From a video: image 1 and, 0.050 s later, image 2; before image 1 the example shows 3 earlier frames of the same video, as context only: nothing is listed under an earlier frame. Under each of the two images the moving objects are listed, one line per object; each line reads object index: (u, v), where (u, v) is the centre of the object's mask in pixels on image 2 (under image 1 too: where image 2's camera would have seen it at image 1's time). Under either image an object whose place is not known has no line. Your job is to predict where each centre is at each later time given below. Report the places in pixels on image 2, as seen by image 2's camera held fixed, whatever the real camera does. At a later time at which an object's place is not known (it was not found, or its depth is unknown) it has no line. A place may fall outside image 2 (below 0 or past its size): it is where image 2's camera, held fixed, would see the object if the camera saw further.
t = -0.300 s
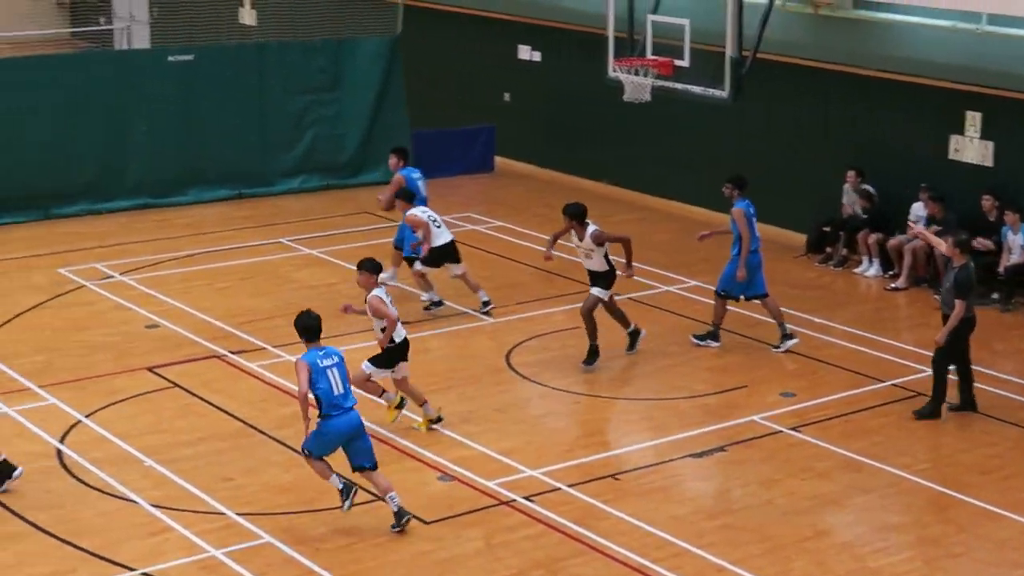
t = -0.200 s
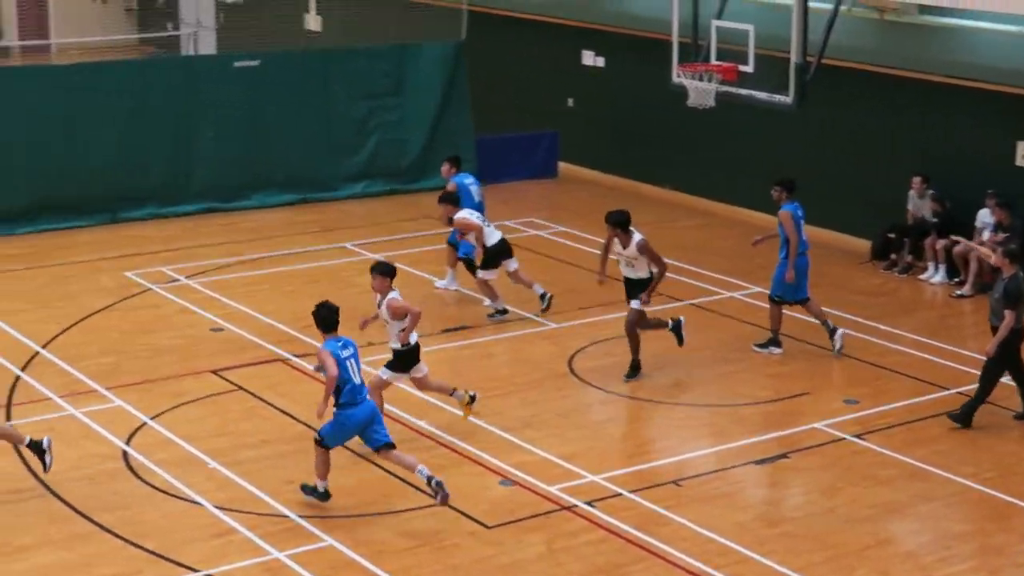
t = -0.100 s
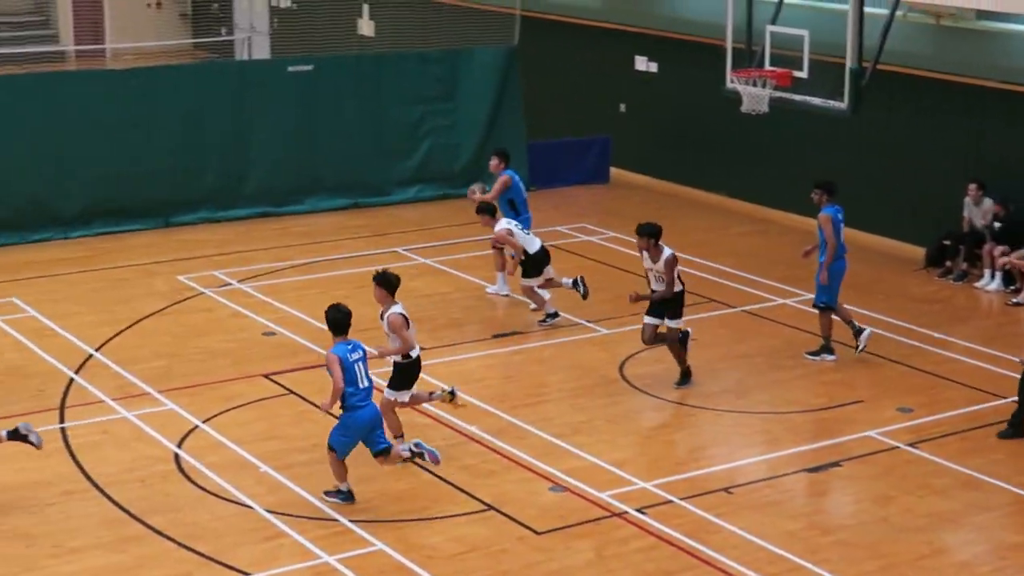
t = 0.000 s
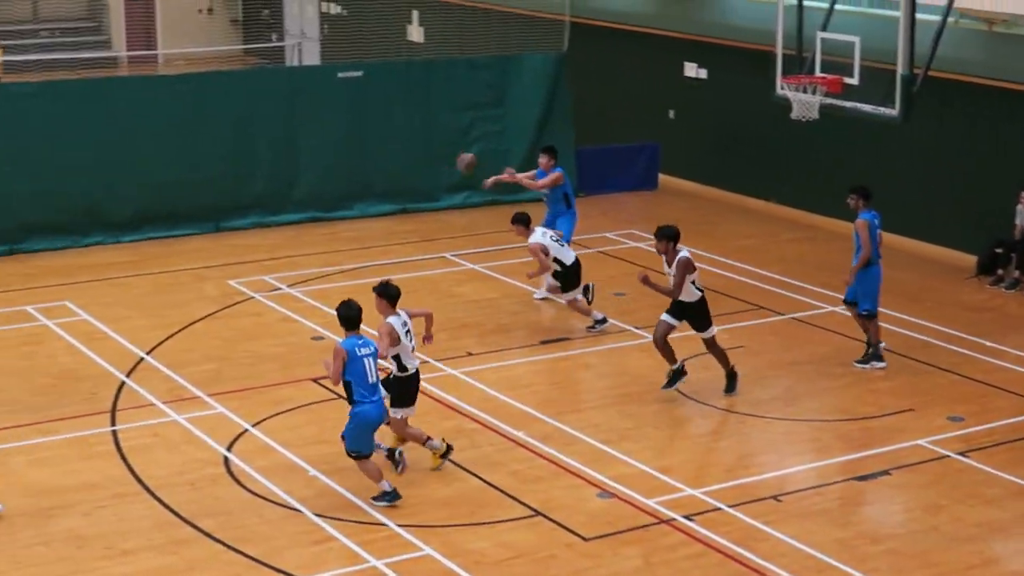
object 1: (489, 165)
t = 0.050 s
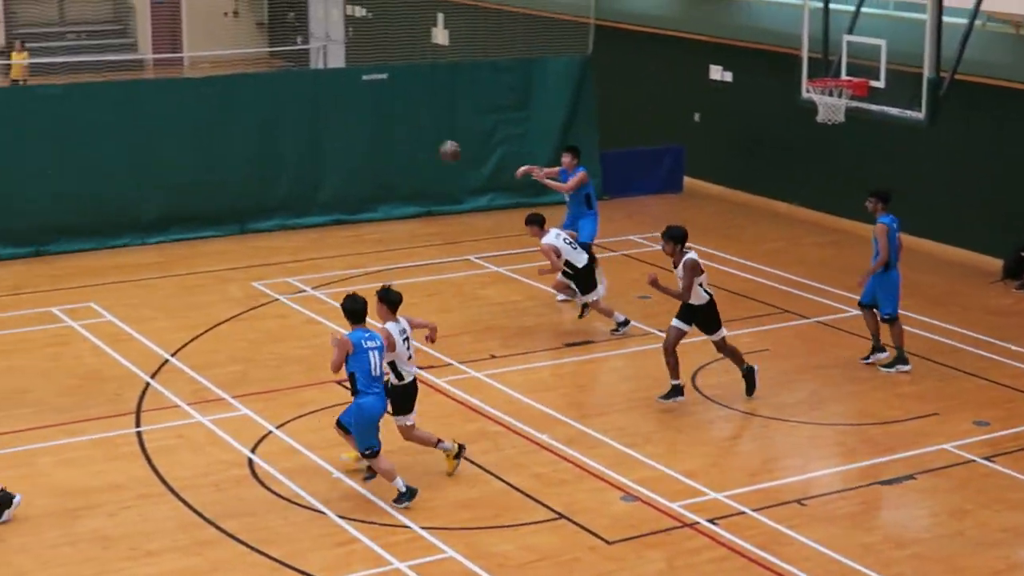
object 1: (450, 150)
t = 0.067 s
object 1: (437, 145)
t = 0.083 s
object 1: (423, 141)
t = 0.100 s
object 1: (409, 136)
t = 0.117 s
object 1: (396, 131)
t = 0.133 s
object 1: (382, 129)
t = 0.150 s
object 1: (369, 126)
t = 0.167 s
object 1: (356, 124)
